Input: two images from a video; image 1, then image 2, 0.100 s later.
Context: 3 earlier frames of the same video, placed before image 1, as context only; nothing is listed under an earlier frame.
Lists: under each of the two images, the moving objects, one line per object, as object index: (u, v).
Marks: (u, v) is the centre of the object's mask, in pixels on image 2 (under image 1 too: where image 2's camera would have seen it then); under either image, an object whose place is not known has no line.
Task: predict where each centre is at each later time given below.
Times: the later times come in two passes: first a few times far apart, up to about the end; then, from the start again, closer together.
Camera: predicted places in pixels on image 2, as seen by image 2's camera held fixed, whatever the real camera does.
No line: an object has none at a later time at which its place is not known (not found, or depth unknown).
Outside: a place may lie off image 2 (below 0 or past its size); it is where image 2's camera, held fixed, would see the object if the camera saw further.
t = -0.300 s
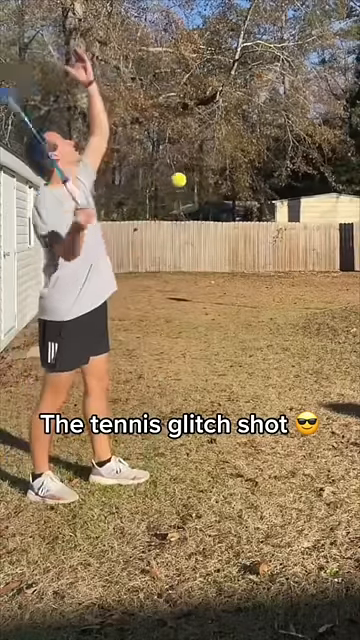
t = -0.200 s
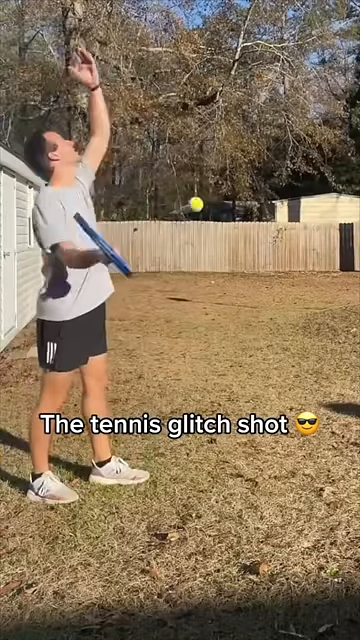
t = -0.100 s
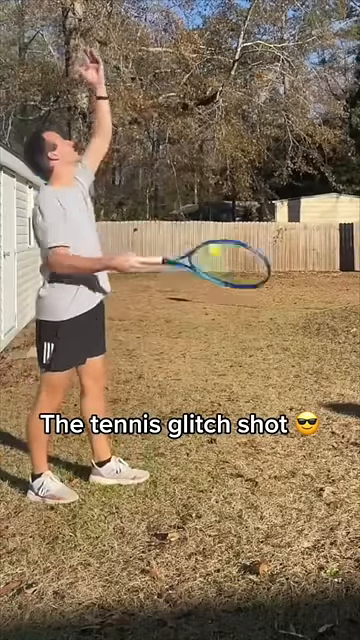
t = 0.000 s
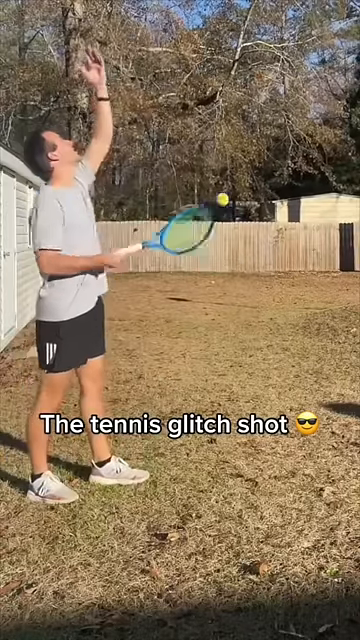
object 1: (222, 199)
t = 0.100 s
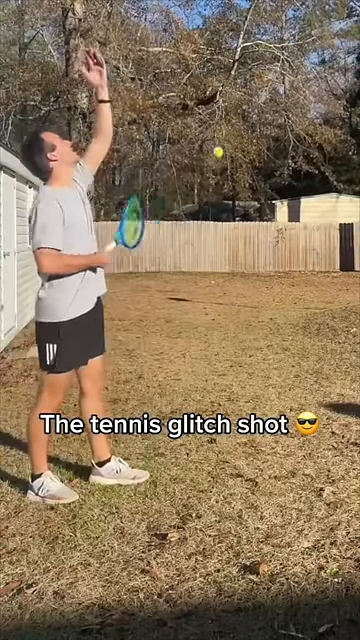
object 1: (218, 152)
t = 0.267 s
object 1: (213, 126)
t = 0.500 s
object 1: (211, 144)
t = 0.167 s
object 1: (216, 136)
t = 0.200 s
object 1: (215, 131)
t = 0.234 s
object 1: (214, 127)
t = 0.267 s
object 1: (213, 126)
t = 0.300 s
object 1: (213, 126)
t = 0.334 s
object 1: (213, 126)
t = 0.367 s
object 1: (212, 128)
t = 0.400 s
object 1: (212, 131)
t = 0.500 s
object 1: (211, 144)
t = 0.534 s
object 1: (211, 150)
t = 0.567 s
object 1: (211, 156)
